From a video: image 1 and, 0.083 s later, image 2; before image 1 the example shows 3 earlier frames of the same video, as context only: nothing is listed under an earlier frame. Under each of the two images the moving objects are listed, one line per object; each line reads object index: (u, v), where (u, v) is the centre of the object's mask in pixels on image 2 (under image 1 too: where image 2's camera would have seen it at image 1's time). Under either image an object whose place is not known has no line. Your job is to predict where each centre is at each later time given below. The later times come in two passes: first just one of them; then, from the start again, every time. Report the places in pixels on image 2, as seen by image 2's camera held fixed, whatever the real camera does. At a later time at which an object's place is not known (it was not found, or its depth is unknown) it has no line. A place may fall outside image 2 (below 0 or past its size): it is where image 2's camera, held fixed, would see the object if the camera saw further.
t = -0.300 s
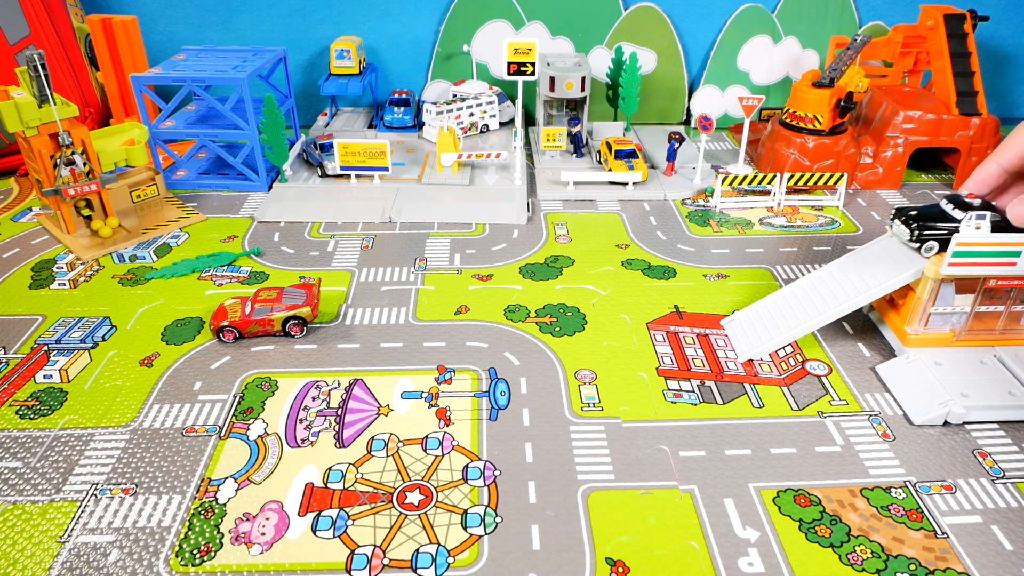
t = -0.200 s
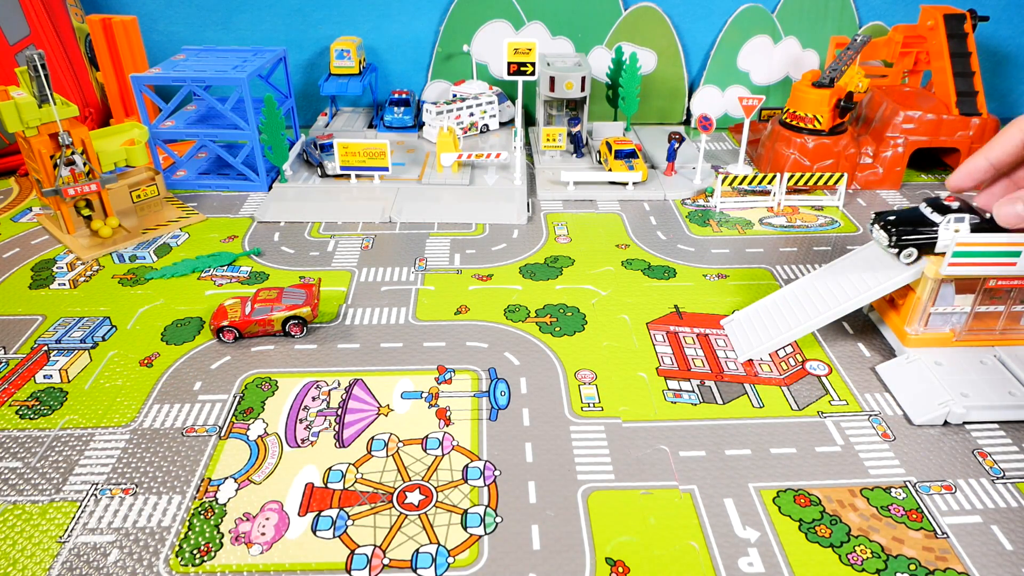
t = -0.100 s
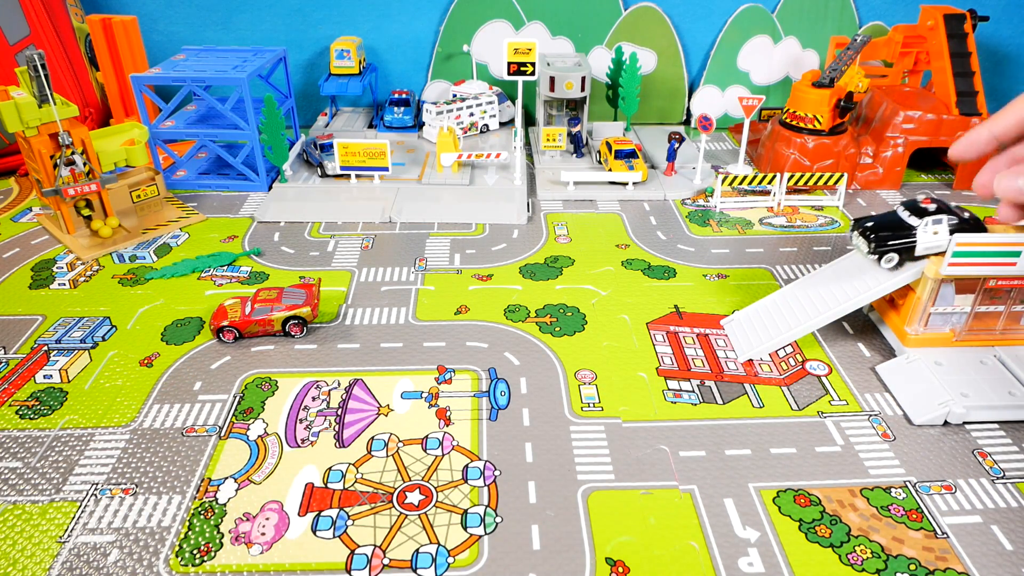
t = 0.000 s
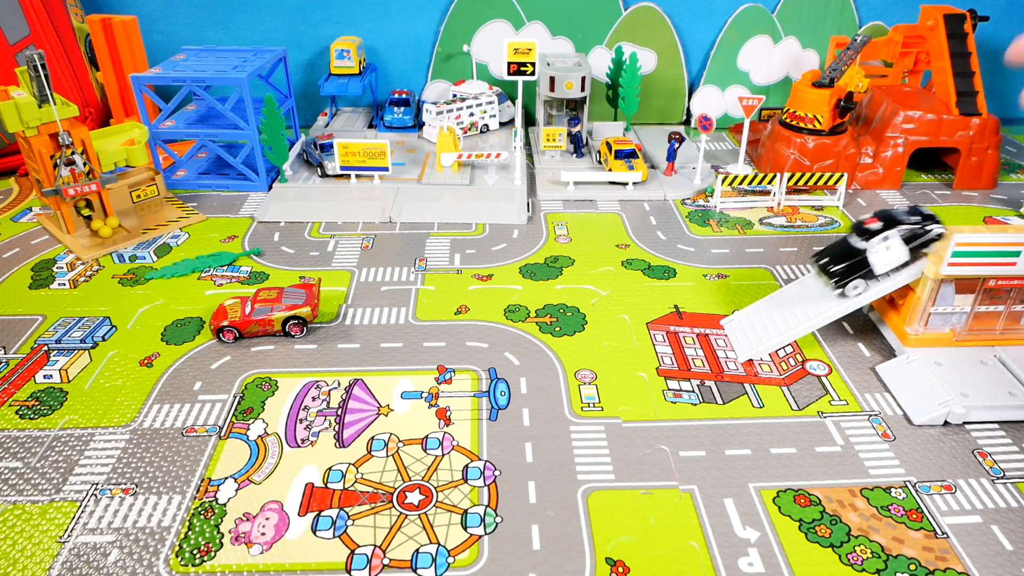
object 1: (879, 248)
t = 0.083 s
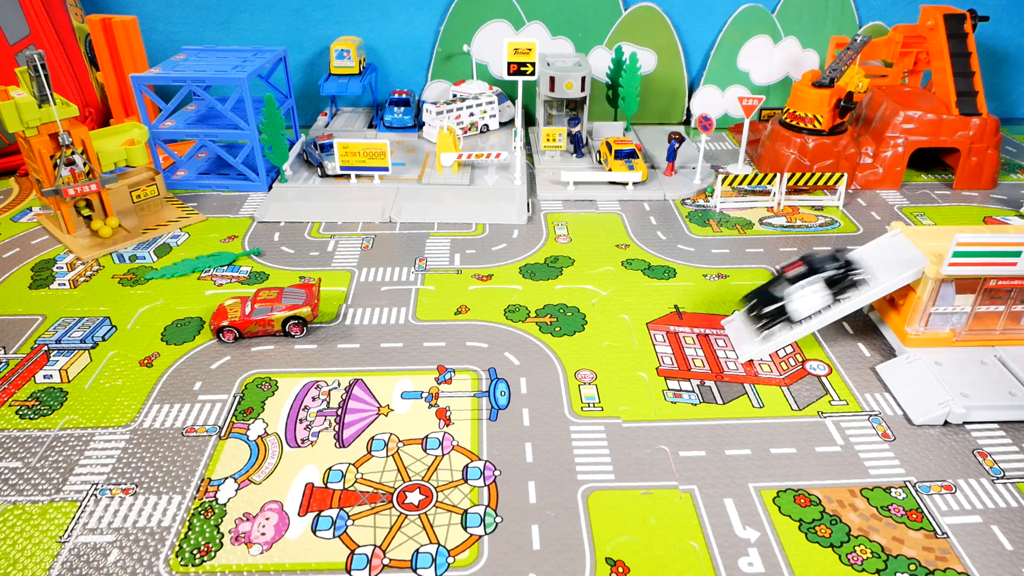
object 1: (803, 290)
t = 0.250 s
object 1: (639, 330)
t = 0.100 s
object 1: (783, 299)
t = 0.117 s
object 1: (759, 310)
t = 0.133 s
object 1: (746, 311)
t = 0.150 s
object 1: (729, 314)
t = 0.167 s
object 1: (713, 319)
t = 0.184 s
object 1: (695, 329)
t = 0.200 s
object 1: (681, 334)
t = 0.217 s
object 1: (669, 333)
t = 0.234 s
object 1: (653, 331)
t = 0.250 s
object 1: (639, 330)
